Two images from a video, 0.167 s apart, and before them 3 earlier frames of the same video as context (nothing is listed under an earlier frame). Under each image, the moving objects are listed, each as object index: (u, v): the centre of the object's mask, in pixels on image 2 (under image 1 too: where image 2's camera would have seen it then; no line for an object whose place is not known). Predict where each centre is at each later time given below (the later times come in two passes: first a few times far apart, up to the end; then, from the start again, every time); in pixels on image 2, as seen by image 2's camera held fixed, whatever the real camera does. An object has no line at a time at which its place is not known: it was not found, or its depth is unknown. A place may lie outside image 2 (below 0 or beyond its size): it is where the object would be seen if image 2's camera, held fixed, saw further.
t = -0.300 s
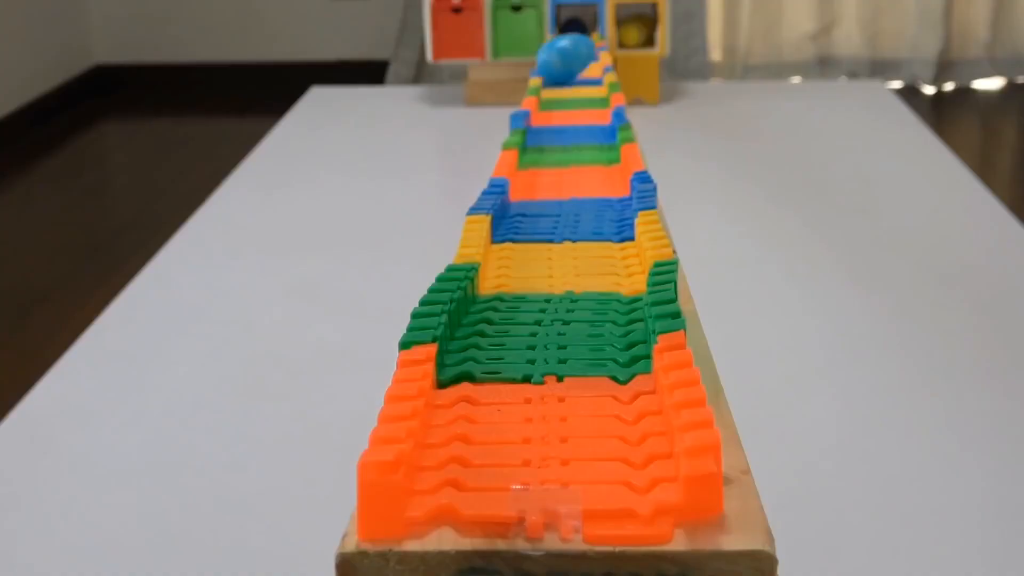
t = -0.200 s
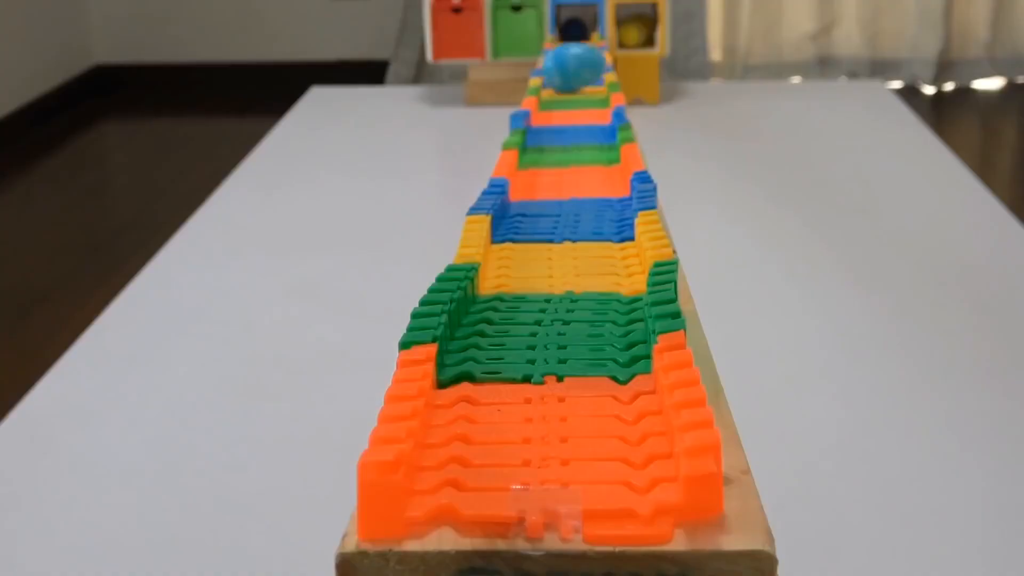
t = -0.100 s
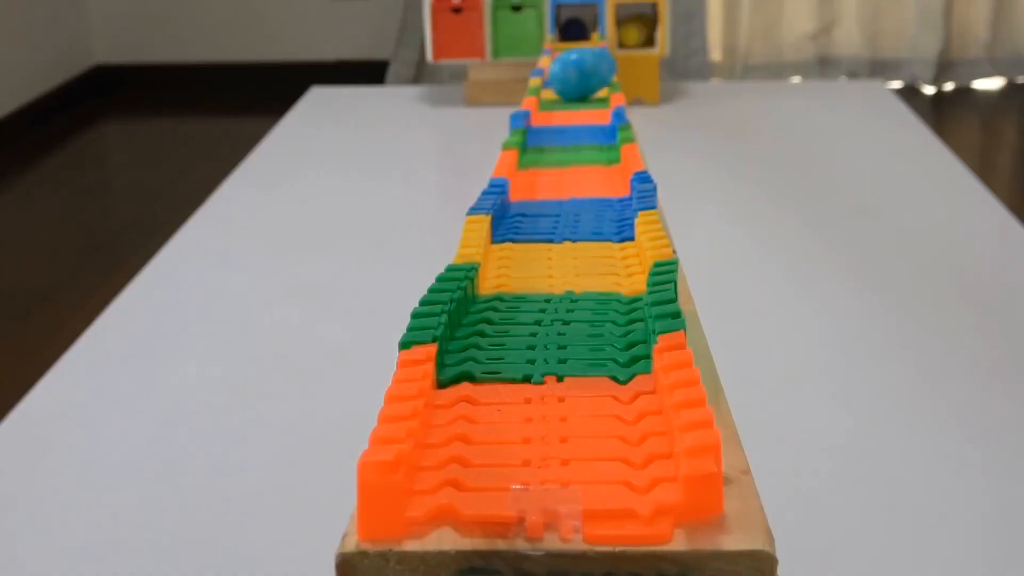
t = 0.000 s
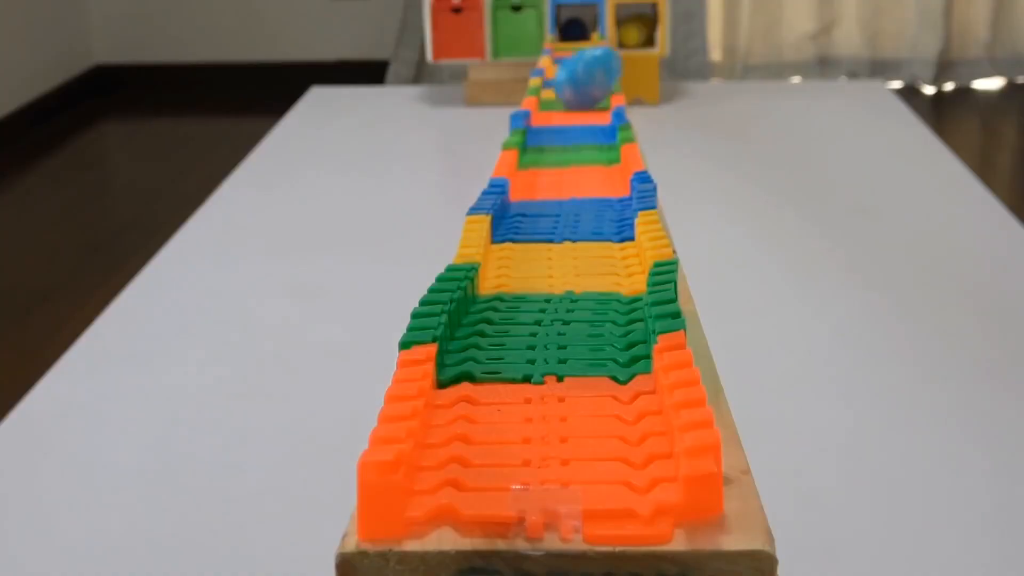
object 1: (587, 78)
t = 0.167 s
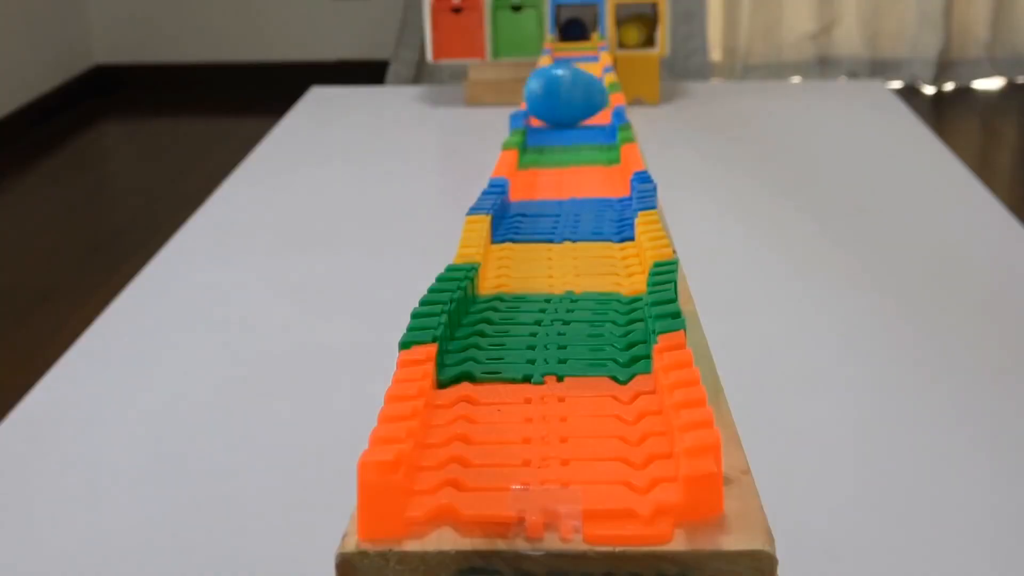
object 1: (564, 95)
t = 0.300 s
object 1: (567, 109)
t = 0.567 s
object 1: (579, 141)
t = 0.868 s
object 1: (577, 195)
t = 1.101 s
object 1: (554, 253)
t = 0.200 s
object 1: (566, 97)
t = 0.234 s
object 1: (567, 104)
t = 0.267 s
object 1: (566, 107)
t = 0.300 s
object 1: (567, 109)
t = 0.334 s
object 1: (571, 116)
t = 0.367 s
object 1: (565, 120)
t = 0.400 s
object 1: (567, 124)
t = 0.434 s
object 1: (572, 127)
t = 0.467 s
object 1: (574, 130)
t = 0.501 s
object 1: (578, 133)
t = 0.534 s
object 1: (582, 137)
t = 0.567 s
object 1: (579, 141)
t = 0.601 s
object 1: (582, 148)
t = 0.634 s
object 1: (583, 155)
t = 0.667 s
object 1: (574, 159)
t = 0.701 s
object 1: (568, 163)
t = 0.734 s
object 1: (565, 171)
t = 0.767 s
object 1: (563, 178)
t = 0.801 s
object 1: (565, 182)
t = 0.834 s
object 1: (572, 189)
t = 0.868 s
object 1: (577, 195)
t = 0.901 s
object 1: (581, 200)
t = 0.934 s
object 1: (585, 206)
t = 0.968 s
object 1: (586, 216)
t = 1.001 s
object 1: (586, 224)
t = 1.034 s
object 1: (575, 234)
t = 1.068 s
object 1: (563, 244)
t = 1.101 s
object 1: (554, 253)
